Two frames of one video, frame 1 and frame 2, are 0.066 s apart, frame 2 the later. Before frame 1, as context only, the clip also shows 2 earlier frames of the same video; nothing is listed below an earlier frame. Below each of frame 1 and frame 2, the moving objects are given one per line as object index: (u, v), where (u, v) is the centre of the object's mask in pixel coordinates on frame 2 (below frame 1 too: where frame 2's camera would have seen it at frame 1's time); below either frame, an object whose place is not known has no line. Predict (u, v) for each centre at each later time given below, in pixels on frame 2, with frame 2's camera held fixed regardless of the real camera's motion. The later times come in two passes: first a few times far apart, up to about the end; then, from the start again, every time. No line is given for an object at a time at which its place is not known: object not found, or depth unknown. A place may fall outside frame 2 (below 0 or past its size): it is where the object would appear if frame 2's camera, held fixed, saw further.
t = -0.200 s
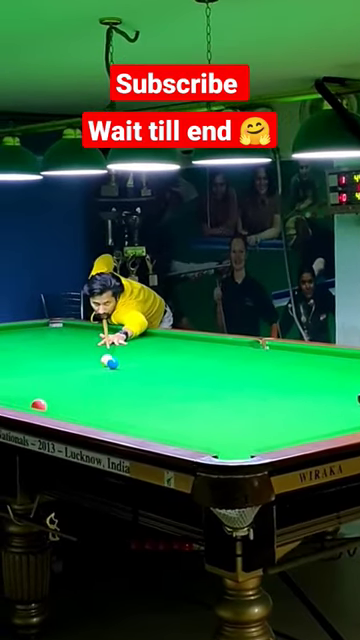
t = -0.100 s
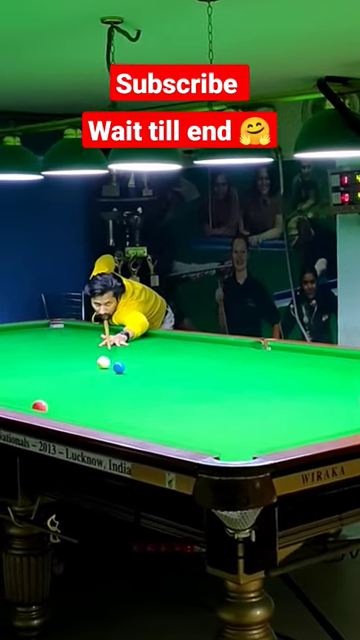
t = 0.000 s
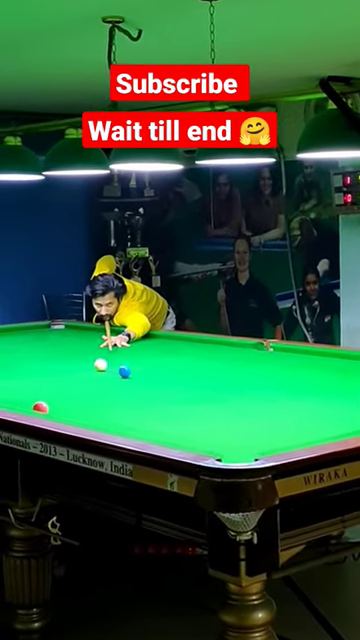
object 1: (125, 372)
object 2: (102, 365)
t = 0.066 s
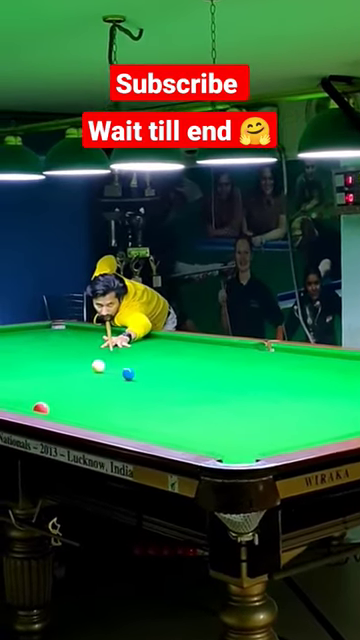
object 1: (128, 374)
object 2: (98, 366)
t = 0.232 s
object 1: (135, 378)
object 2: (91, 368)
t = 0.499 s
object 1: (147, 387)
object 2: (80, 371)
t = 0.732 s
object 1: (159, 394)
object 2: (71, 375)
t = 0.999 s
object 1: (174, 403)
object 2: (61, 378)
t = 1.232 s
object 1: (187, 410)
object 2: (52, 380)
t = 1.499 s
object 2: (44, 383)
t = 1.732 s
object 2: (37, 385)
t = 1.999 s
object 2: (30, 387)
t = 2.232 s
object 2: (25, 389)
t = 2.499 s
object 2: (20, 390)
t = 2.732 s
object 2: (16, 391)
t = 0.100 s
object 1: (129, 375)
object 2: (97, 366)
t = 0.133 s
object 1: (131, 375)
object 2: (95, 367)
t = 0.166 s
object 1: (132, 377)
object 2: (94, 367)
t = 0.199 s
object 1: (134, 377)
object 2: (92, 368)
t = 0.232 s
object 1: (135, 378)
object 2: (91, 368)
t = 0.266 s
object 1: (137, 379)
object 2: (89, 368)
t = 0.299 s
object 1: (138, 380)
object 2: (88, 369)
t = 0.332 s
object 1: (139, 382)
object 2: (87, 369)
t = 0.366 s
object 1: (141, 383)
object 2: (86, 370)
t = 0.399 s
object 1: (143, 383)
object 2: (84, 370)
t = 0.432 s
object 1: (144, 385)
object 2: (83, 371)
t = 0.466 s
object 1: (146, 386)
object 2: (81, 371)
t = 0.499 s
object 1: (147, 387)
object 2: (80, 371)
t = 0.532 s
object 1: (149, 388)
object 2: (79, 372)
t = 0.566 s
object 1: (151, 389)
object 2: (77, 372)
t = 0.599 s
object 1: (153, 390)
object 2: (76, 373)
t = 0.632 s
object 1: (154, 391)
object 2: (75, 373)
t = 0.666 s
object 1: (156, 392)
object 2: (73, 374)
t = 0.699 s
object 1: (158, 393)
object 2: (72, 374)
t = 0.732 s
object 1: (159, 394)
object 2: (71, 375)
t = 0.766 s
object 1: (161, 395)
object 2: (70, 375)
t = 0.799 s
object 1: (163, 396)
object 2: (68, 375)
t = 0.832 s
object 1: (165, 397)
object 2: (67, 376)
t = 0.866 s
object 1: (166, 398)
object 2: (66, 376)
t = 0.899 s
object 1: (168, 399)
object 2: (64, 376)
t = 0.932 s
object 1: (170, 400)
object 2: (63, 377)
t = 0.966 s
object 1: (172, 402)
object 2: (62, 377)
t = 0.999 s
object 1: (174, 403)
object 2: (61, 378)
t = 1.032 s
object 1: (175, 404)
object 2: (60, 378)
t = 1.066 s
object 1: (177, 405)
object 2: (58, 378)
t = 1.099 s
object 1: (179, 406)
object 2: (57, 379)
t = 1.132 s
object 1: (181, 407)
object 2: (56, 379)
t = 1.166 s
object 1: (183, 408)
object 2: (55, 379)
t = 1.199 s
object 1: (185, 409)
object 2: (54, 380)
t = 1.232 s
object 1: (187, 410)
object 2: (52, 380)
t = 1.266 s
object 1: (189, 412)
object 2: (51, 380)
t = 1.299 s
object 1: (191, 413)
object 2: (50, 381)
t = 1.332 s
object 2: (49, 381)
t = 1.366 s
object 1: (195, 415)
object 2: (48, 382)
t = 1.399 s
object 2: (47, 382)
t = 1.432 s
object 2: (46, 382)
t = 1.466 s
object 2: (45, 383)
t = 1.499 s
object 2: (44, 383)
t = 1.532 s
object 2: (43, 383)
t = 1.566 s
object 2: (42, 384)
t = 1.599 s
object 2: (41, 384)
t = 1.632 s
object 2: (40, 384)
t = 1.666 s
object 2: (39, 384)
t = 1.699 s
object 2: (38, 384)
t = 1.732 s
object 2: (37, 385)
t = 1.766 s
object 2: (36, 385)
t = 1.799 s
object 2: (35, 385)
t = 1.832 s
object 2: (34, 386)
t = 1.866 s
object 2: (33, 386)
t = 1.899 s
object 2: (33, 386)
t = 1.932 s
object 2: (31, 387)
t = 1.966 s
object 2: (31, 387)
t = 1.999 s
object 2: (30, 387)
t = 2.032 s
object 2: (29, 387)
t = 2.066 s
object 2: (28, 388)
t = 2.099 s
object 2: (28, 388)
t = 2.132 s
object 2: (27, 388)
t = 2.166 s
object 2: (26, 388)
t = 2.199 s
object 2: (25, 388)
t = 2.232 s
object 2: (25, 389)
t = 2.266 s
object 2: (24, 389)
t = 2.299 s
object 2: (23, 389)
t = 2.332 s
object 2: (23, 389)
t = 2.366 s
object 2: (22, 390)
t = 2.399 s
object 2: (22, 390)
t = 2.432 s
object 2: (21, 390)
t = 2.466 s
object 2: (20, 390)
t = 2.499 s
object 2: (20, 390)
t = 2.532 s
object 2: (19, 390)
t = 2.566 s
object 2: (19, 391)
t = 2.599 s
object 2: (18, 391)
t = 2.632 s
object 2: (18, 391)
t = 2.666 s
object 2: (17, 391)
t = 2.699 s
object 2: (17, 391)
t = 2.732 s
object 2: (16, 391)
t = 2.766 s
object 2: (16, 391)
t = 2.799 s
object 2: (15, 392)
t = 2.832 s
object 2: (15, 392)
